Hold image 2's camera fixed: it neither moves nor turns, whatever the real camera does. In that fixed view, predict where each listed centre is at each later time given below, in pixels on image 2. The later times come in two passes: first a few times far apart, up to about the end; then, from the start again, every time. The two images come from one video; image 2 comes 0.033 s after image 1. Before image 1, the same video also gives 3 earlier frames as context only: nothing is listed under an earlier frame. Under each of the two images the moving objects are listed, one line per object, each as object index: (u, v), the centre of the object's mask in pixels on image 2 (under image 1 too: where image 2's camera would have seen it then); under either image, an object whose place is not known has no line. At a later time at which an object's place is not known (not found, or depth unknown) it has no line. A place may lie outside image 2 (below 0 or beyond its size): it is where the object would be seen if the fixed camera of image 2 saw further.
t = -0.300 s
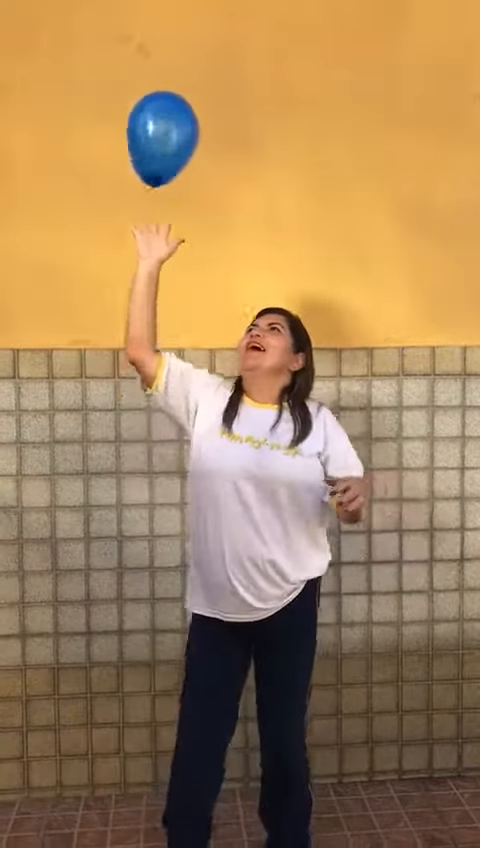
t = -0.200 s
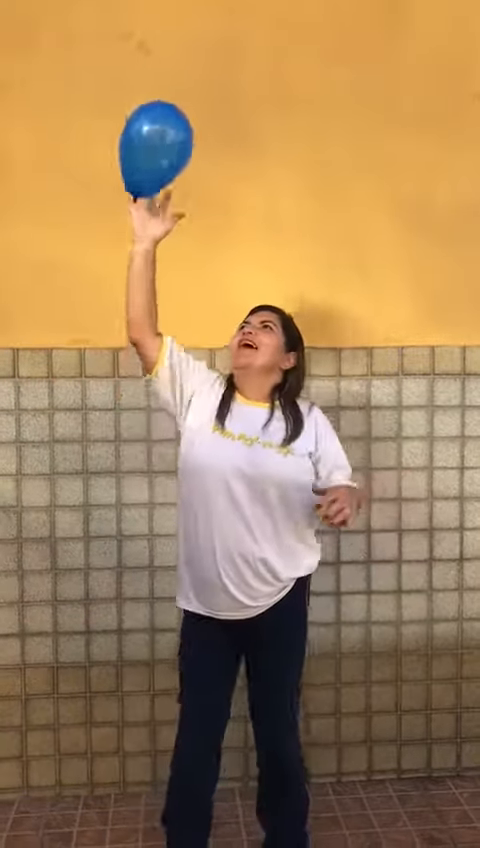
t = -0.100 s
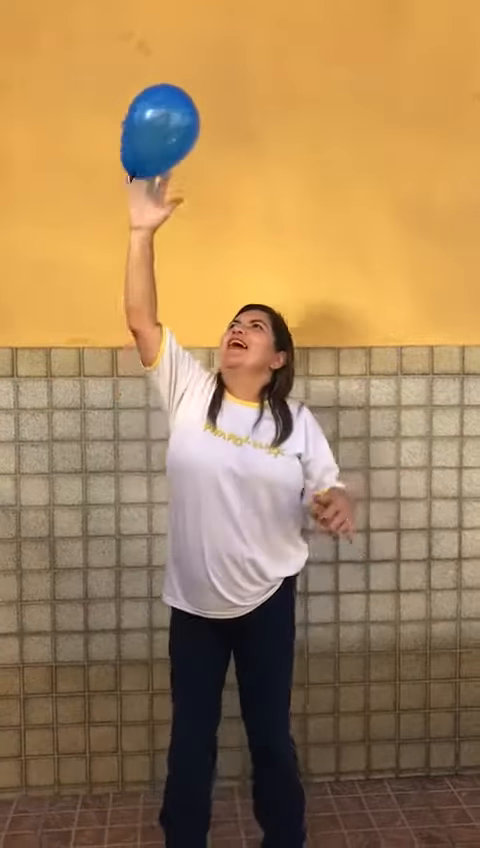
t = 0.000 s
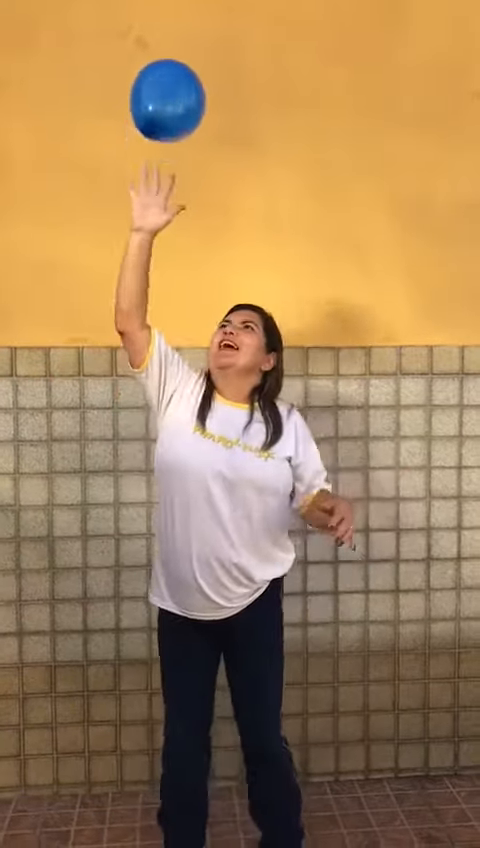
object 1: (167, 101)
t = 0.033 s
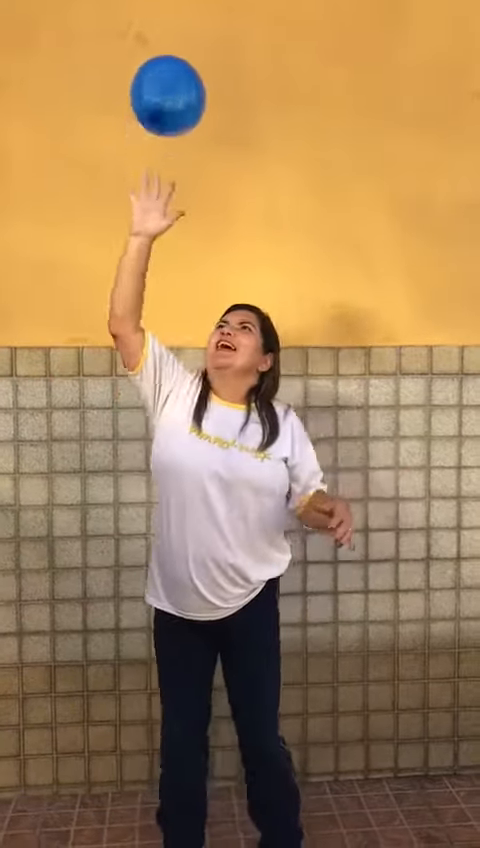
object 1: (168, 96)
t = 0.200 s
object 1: (162, 101)
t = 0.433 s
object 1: (117, 180)
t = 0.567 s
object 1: (80, 244)
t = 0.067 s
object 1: (167, 94)
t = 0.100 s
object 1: (167, 93)
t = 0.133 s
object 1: (166, 94)
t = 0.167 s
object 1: (165, 96)
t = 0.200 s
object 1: (162, 101)
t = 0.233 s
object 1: (159, 107)
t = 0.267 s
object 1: (155, 116)
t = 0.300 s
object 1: (149, 126)
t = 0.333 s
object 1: (142, 138)
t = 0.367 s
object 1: (134, 151)
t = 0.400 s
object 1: (126, 165)
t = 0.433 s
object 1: (117, 180)
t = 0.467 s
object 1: (108, 195)
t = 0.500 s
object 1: (99, 212)
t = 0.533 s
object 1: (89, 228)
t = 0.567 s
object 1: (80, 244)
